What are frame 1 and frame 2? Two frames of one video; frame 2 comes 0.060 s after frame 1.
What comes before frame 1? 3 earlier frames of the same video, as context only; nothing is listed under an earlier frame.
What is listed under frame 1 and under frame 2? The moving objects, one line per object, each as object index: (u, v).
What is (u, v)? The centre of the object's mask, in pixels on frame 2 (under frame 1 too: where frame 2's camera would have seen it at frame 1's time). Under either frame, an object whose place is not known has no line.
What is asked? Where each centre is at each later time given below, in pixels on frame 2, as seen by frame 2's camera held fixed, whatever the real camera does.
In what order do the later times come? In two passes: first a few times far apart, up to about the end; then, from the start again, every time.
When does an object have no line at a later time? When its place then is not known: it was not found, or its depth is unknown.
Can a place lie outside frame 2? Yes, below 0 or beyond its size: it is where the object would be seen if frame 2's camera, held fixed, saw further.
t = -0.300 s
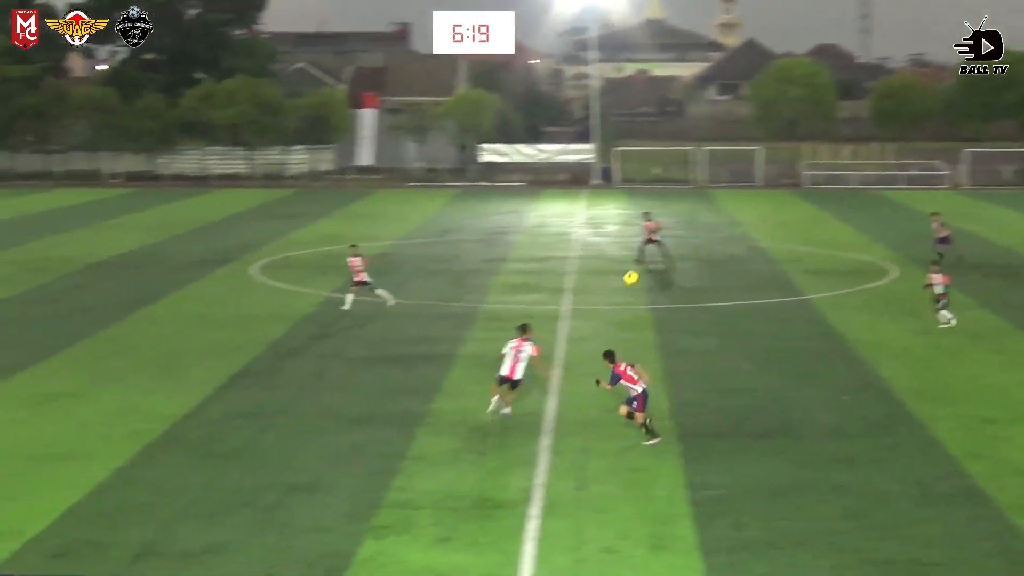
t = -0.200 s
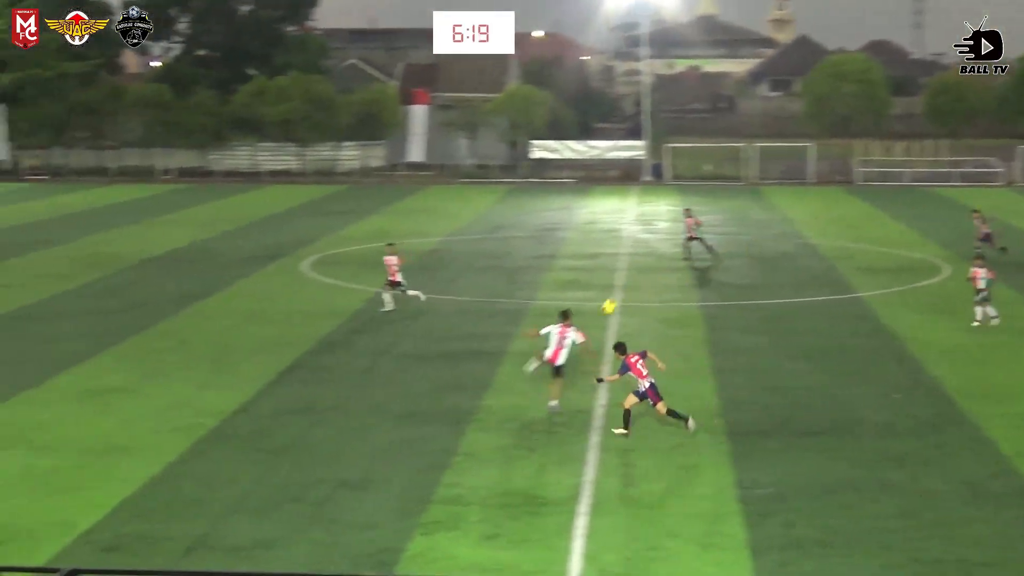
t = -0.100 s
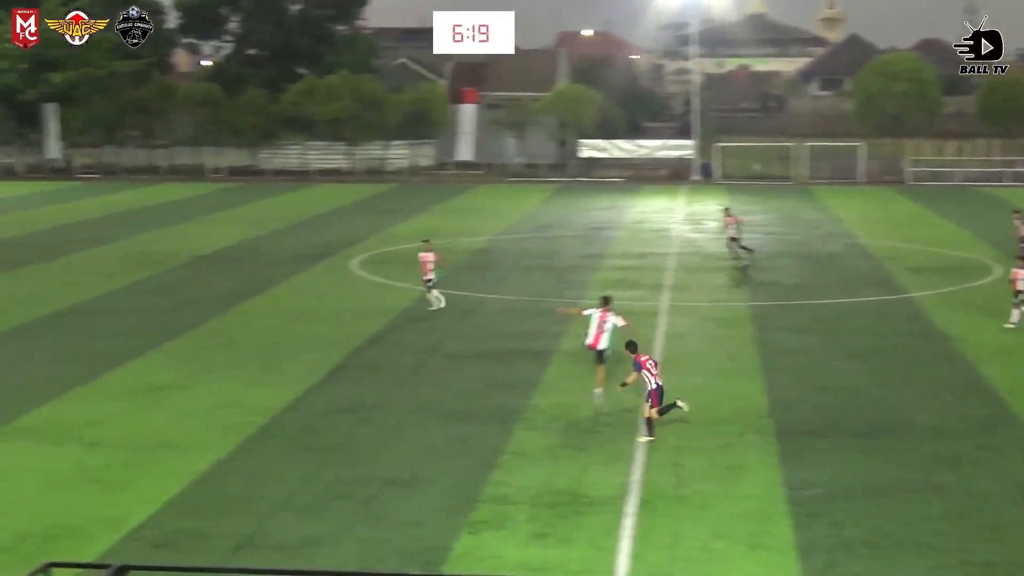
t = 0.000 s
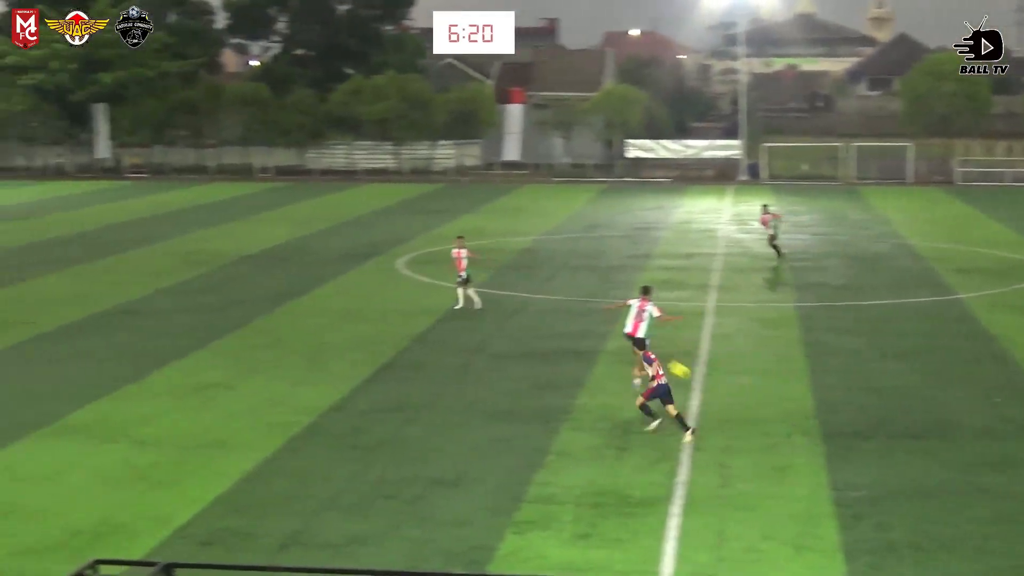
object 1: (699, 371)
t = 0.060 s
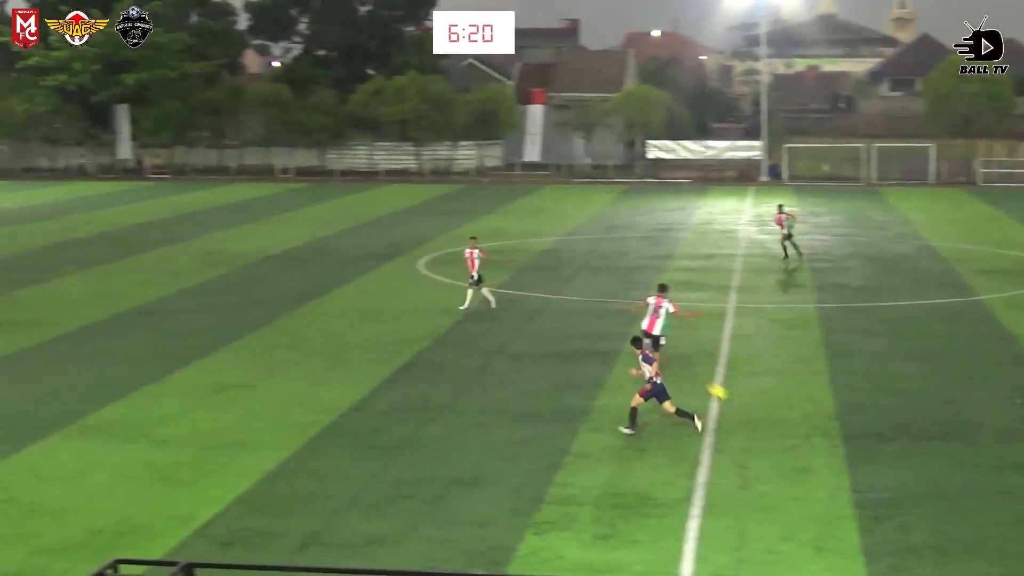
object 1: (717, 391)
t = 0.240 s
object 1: (777, 376)
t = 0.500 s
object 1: (867, 356)
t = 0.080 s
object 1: (724, 399)
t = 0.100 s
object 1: (730, 404)
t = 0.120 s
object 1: (737, 399)
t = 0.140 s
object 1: (743, 395)
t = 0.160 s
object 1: (750, 390)
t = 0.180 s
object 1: (757, 386)
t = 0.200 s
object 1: (764, 383)
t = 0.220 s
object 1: (770, 379)
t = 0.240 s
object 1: (777, 376)
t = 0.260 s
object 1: (784, 373)
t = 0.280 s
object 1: (791, 370)
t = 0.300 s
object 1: (798, 368)
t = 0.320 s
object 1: (805, 366)
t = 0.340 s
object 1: (812, 363)
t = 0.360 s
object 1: (819, 362)
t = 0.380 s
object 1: (826, 360)
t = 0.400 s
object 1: (833, 359)
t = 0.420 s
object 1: (840, 358)
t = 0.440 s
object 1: (847, 358)
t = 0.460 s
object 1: (854, 357)
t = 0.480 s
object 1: (861, 357)
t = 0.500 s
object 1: (867, 356)
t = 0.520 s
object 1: (875, 357)
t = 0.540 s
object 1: (882, 357)
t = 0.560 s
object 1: (889, 358)
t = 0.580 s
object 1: (896, 359)
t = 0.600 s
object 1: (902, 361)
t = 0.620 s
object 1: (909, 362)
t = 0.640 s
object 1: (916, 364)
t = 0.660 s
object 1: (924, 366)
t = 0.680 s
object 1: (931, 369)
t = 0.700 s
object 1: (938, 371)
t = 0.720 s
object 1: (945, 374)
